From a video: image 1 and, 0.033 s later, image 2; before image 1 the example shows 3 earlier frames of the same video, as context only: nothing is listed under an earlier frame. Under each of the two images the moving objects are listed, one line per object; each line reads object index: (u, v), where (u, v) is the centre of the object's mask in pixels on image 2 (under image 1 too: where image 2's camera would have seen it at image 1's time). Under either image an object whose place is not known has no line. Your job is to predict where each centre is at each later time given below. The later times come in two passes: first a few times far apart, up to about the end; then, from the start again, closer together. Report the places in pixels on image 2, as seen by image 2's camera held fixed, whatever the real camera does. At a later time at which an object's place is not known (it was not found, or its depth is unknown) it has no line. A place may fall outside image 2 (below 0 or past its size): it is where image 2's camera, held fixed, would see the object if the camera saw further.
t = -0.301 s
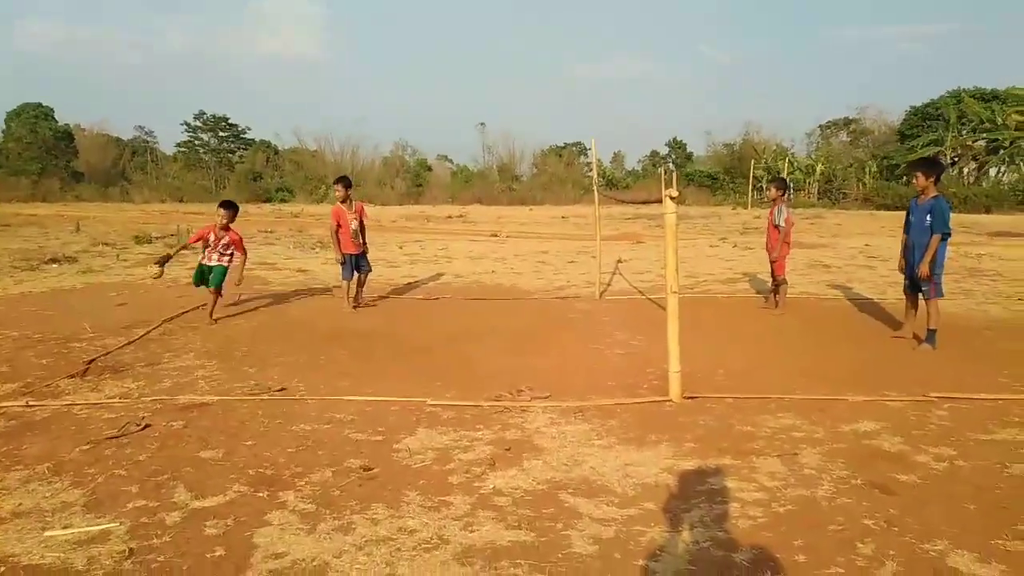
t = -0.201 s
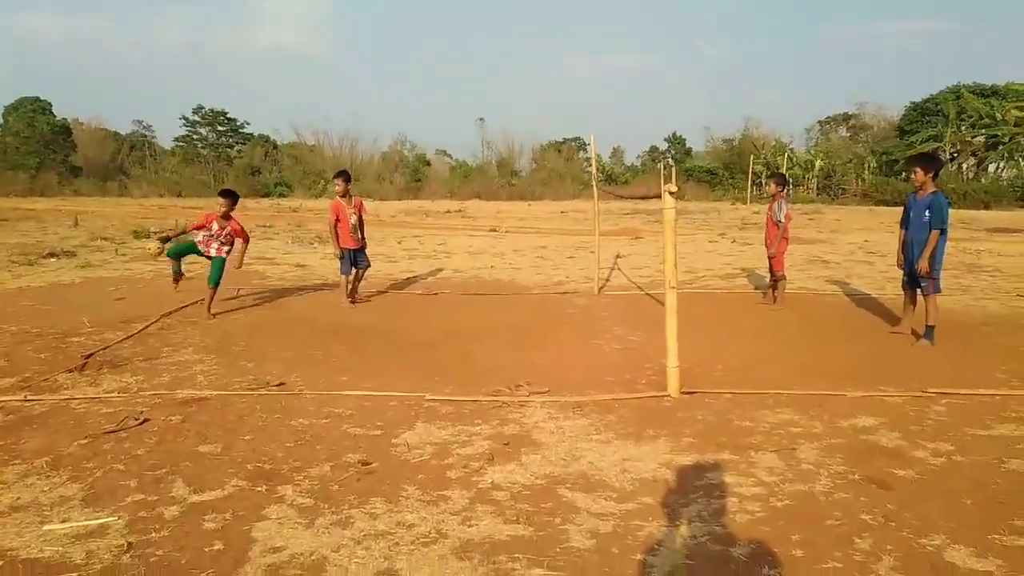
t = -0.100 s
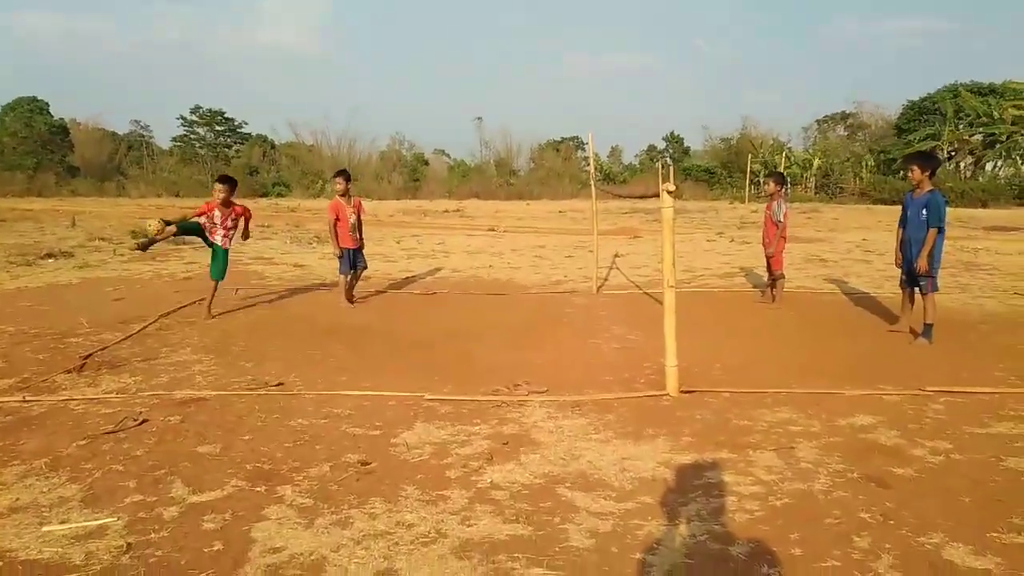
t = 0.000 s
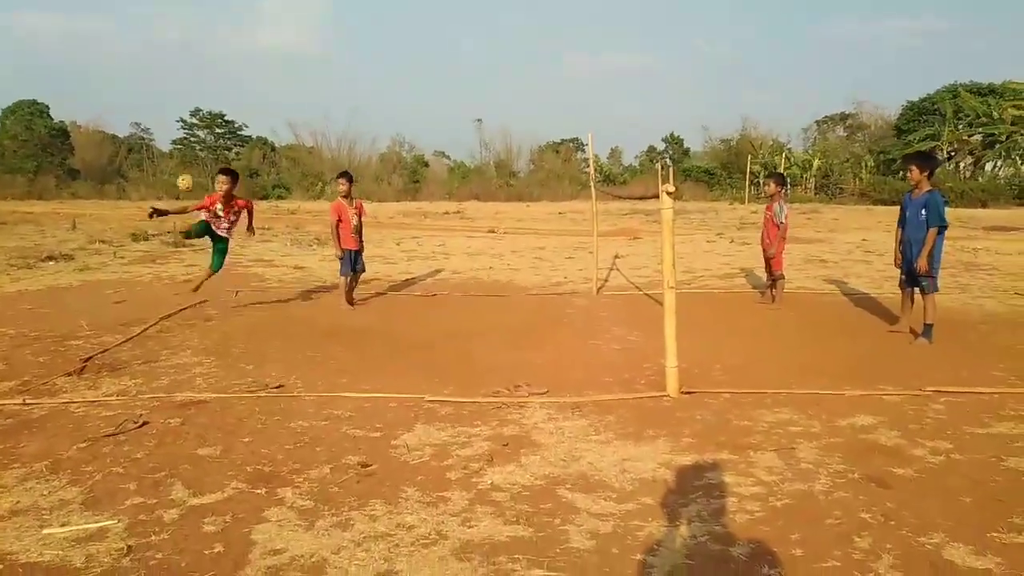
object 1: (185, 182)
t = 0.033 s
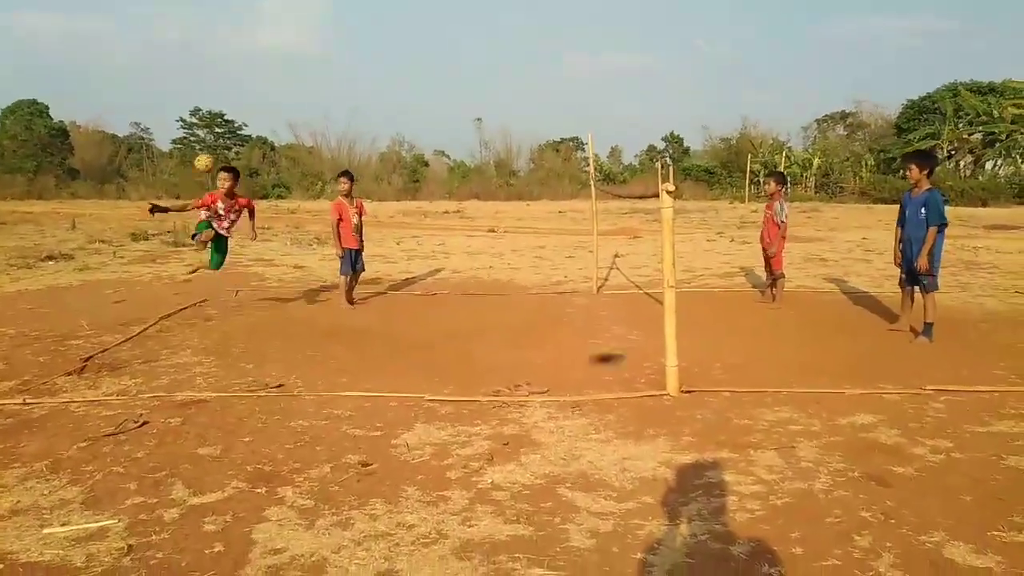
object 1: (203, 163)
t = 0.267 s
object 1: (346, 63)
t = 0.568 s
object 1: (550, 41)
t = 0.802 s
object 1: (718, 119)
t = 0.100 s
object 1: (242, 128)
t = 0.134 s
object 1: (264, 113)
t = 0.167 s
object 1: (284, 99)
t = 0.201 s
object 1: (304, 85)
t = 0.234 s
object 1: (325, 74)
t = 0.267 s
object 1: (346, 63)
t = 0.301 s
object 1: (368, 54)
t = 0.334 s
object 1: (389, 47)
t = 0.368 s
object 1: (412, 42)
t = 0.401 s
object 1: (434, 37)
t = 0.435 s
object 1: (457, 35)
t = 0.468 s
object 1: (480, 34)
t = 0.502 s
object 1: (503, 35)
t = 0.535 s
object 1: (526, 37)
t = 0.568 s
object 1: (550, 41)
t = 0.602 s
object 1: (574, 47)
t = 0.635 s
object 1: (598, 55)
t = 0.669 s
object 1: (622, 64)
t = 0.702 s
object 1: (646, 76)
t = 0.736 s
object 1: (670, 88)
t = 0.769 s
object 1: (694, 103)
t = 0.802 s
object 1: (718, 119)
